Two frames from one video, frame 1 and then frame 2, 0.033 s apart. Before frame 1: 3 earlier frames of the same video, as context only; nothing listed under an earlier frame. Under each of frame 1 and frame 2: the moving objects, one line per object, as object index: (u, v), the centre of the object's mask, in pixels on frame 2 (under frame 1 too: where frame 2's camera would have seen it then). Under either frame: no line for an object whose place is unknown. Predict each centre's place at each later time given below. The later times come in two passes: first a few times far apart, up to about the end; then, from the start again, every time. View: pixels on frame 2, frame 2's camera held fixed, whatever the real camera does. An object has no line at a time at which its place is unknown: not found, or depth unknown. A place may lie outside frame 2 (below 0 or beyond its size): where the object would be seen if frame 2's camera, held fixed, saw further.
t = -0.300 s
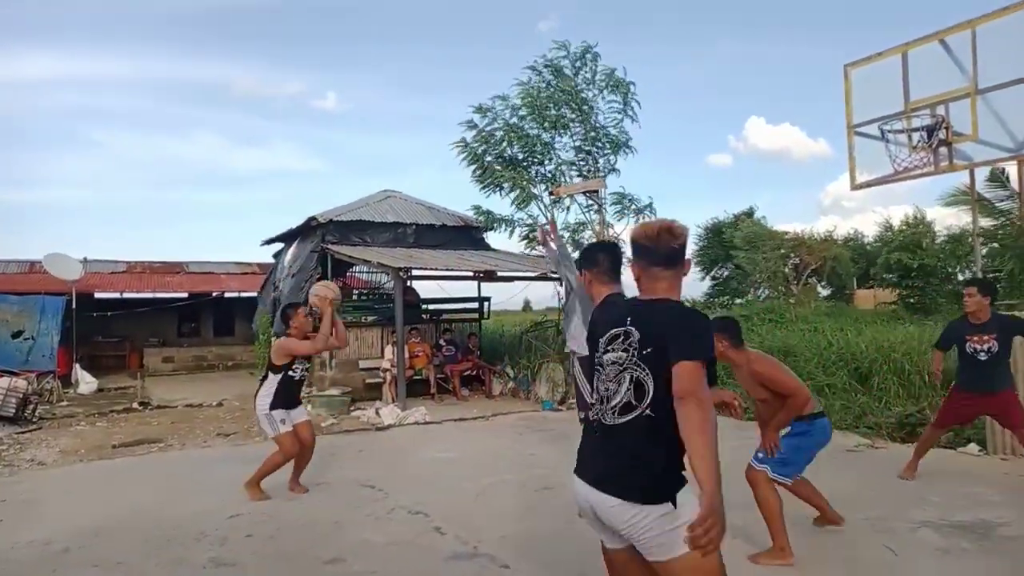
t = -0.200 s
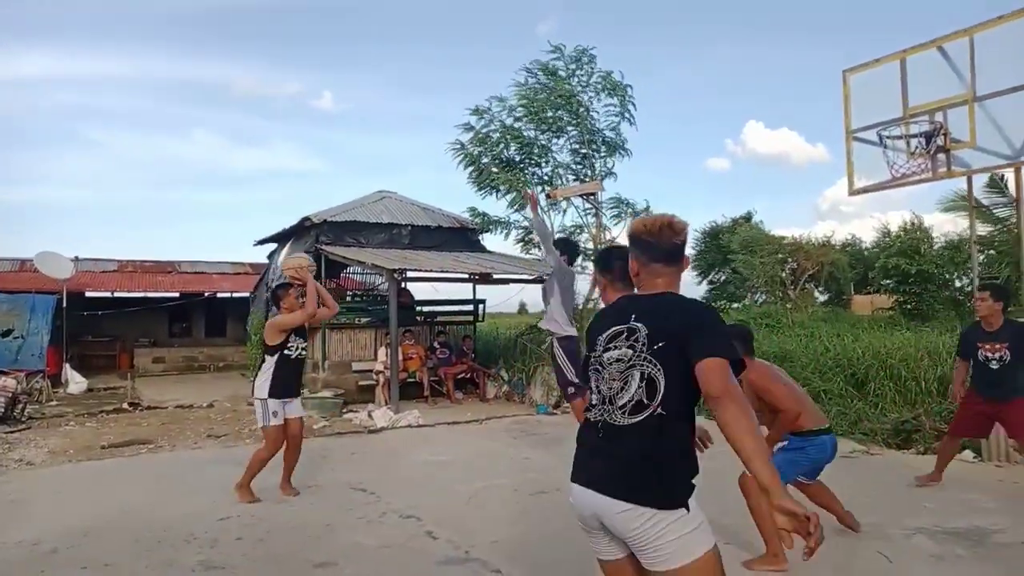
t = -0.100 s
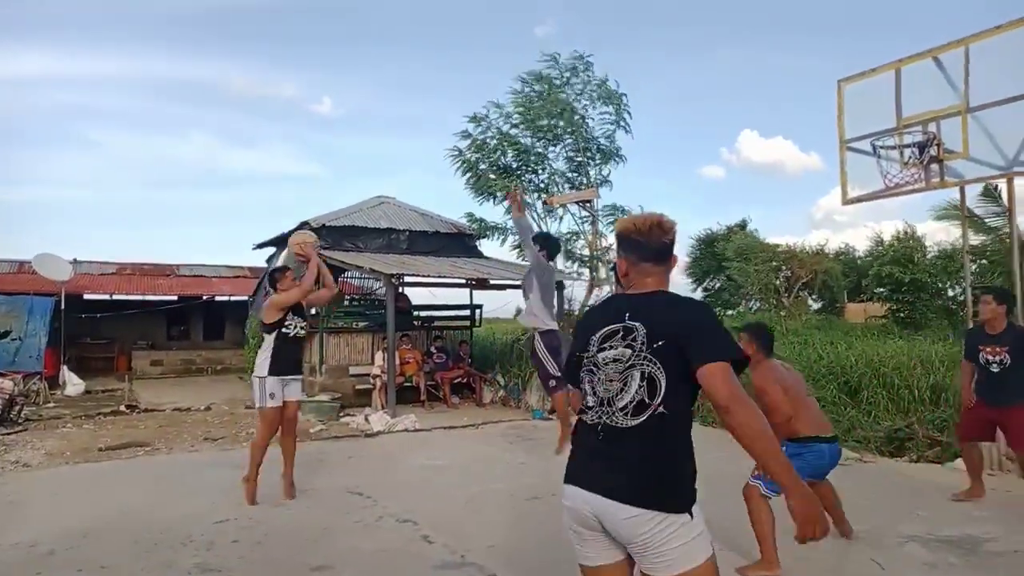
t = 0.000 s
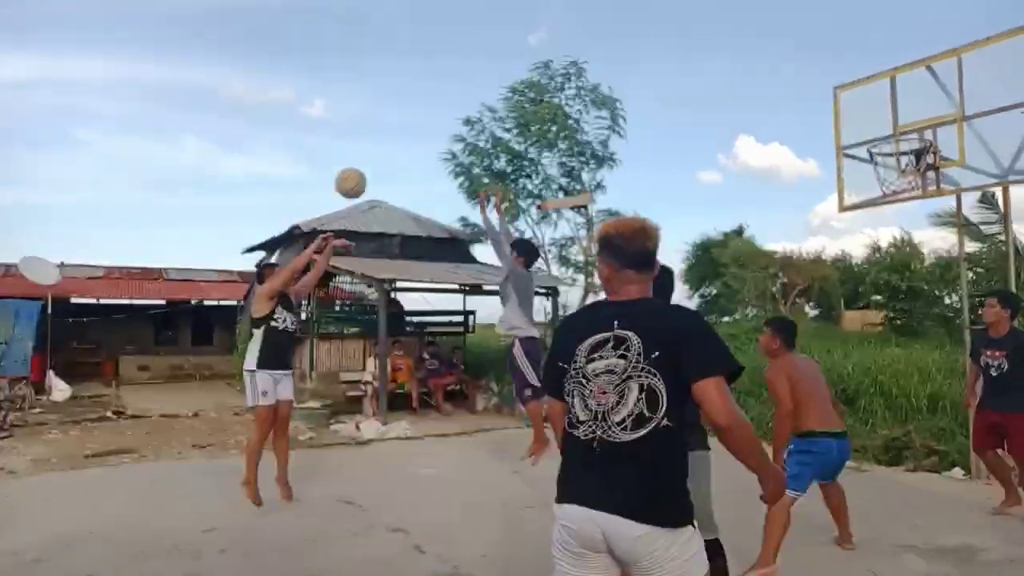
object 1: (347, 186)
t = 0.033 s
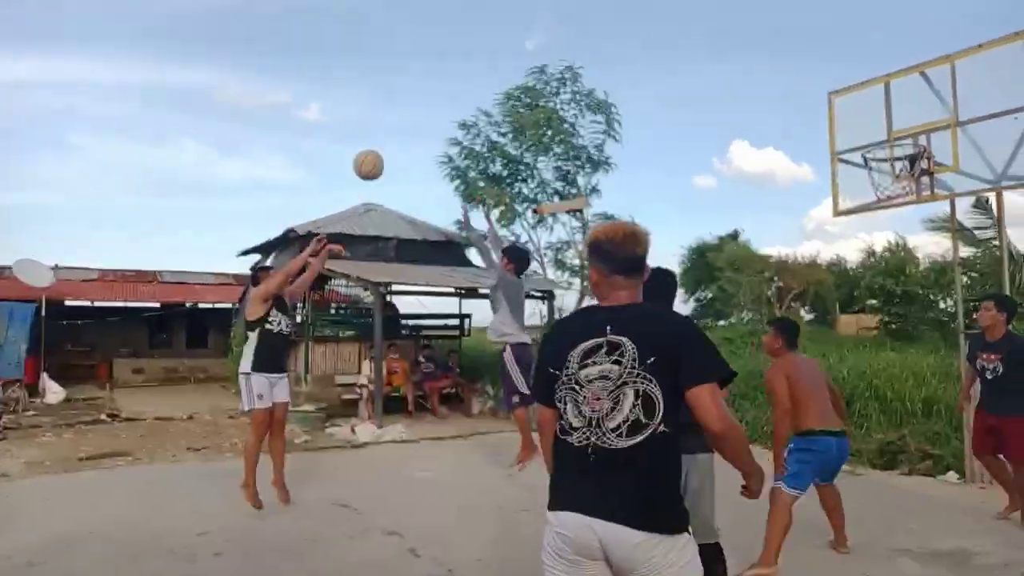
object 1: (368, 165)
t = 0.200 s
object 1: (471, 86)
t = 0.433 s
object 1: (602, 34)
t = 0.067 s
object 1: (390, 146)
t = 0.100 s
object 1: (411, 129)
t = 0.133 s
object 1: (431, 112)
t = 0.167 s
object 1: (451, 98)
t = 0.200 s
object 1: (471, 86)
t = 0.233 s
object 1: (492, 74)
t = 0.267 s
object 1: (511, 63)
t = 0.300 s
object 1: (529, 55)
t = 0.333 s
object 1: (545, 48)
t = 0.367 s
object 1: (565, 42)
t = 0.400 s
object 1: (584, 37)
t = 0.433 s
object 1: (602, 34)
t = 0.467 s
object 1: (620, 31)
